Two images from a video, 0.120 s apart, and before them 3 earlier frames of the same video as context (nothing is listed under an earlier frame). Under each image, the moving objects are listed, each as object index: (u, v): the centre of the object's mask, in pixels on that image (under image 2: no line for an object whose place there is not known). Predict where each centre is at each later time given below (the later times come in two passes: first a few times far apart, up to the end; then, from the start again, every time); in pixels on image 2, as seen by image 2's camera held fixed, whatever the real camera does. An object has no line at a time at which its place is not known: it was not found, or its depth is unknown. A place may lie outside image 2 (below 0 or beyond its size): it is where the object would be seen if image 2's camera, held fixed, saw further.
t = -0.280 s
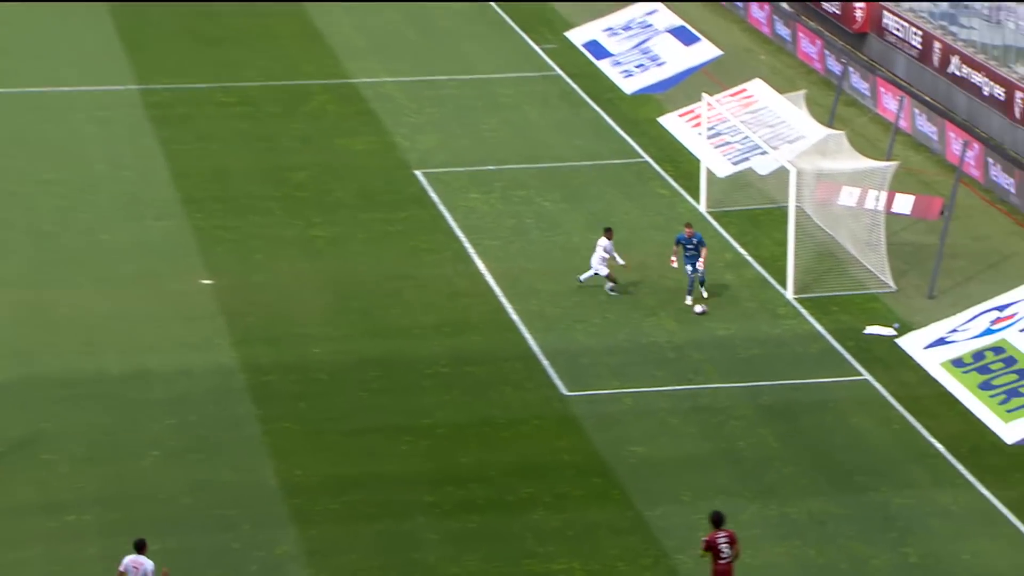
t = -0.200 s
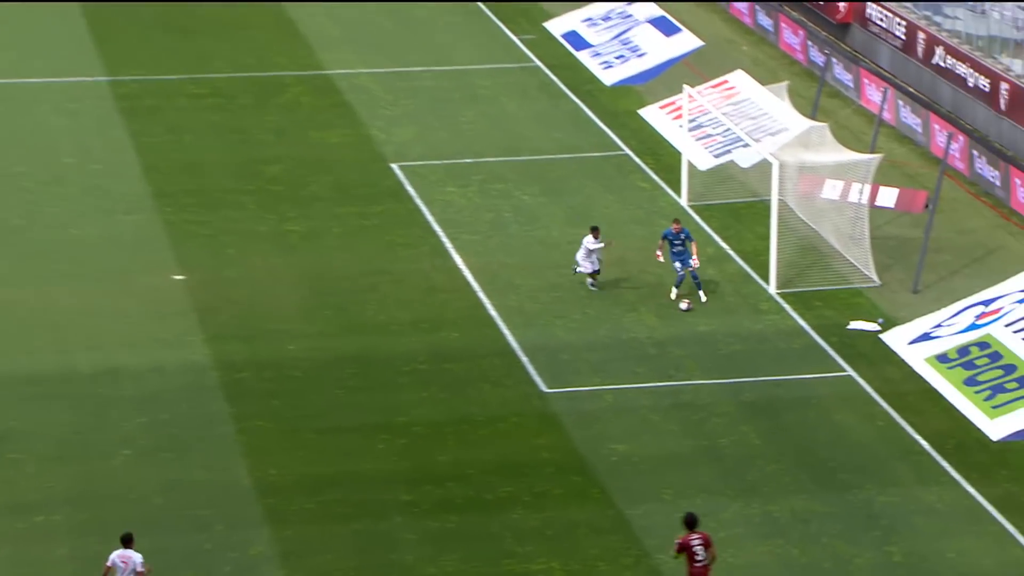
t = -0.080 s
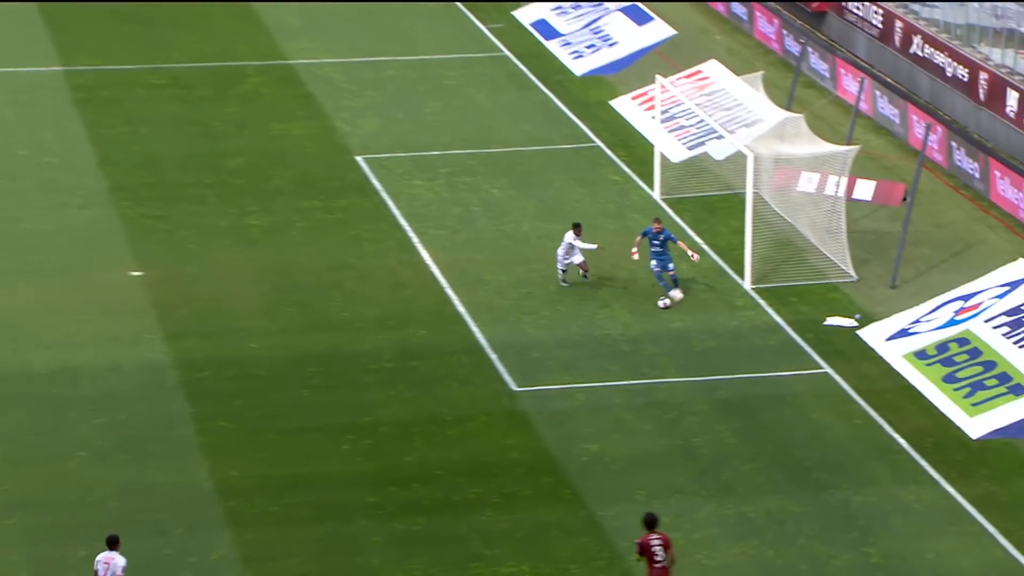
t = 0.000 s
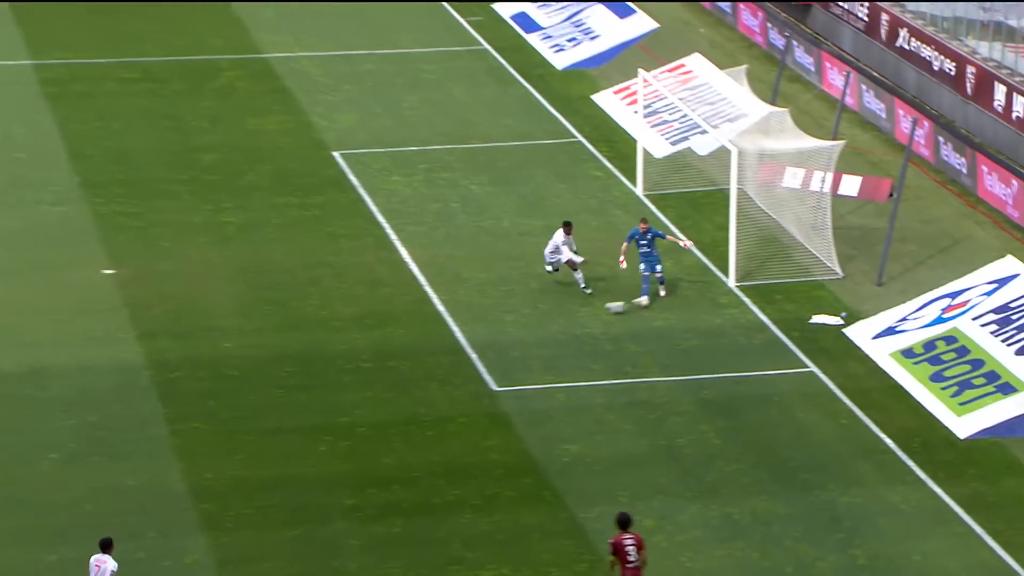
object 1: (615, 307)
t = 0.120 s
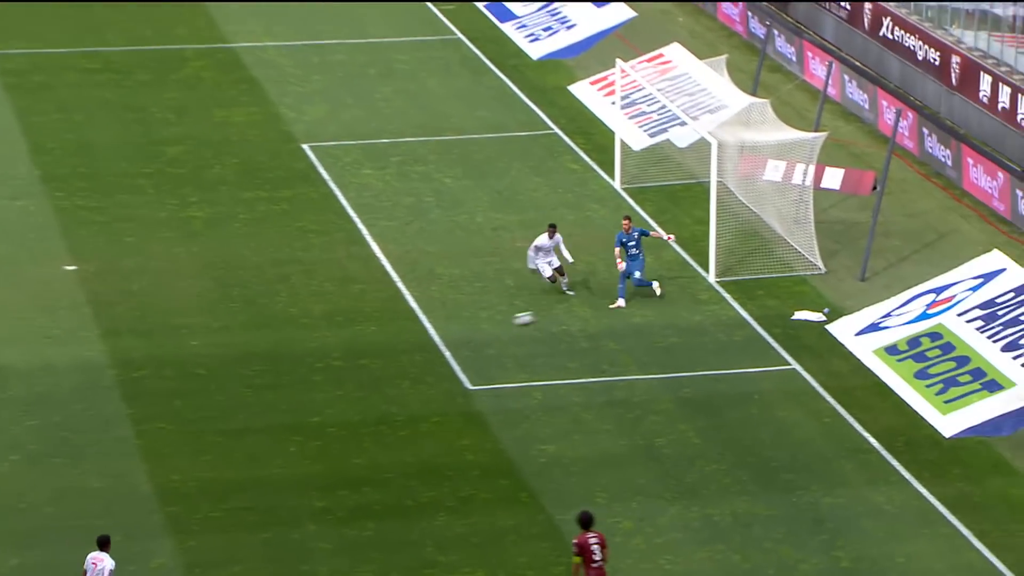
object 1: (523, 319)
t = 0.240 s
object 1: (460, 332)
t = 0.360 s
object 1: (401, 345)
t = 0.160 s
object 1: (503, 323)
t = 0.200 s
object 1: (481, 327)
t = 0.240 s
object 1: (460, 332)
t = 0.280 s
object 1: (440, 337)
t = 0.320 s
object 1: (419, 341)
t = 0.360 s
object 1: (401, 345)
